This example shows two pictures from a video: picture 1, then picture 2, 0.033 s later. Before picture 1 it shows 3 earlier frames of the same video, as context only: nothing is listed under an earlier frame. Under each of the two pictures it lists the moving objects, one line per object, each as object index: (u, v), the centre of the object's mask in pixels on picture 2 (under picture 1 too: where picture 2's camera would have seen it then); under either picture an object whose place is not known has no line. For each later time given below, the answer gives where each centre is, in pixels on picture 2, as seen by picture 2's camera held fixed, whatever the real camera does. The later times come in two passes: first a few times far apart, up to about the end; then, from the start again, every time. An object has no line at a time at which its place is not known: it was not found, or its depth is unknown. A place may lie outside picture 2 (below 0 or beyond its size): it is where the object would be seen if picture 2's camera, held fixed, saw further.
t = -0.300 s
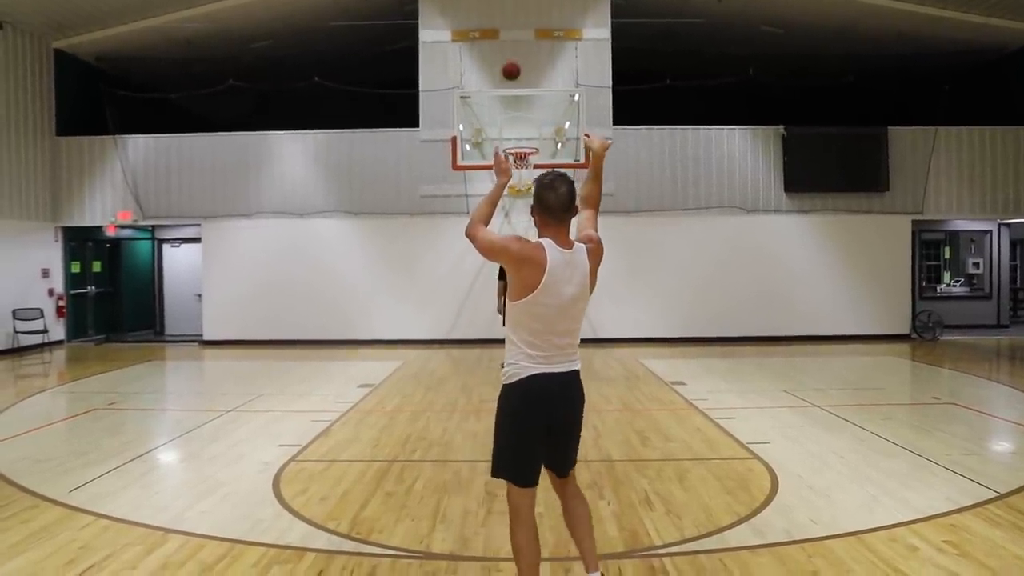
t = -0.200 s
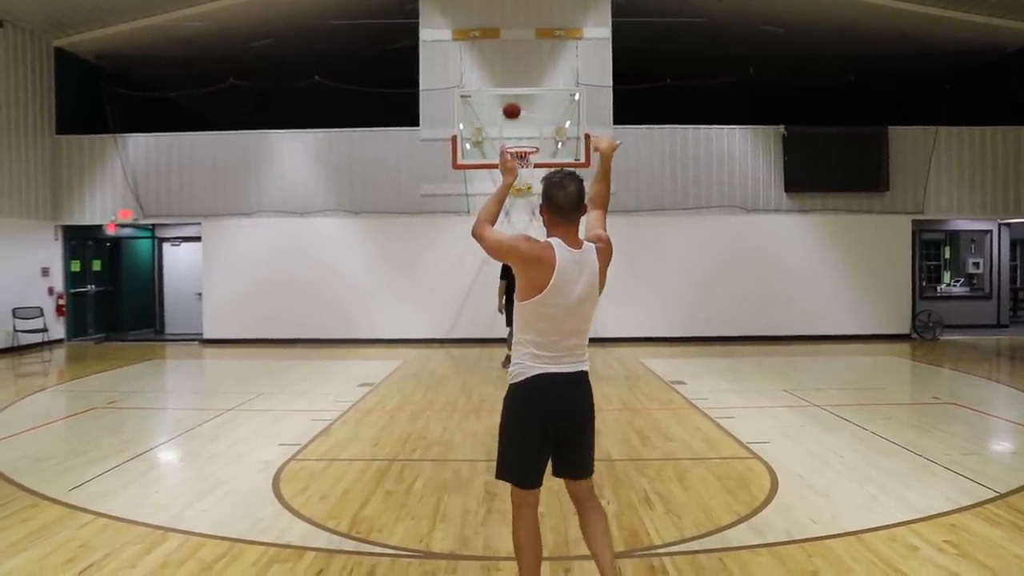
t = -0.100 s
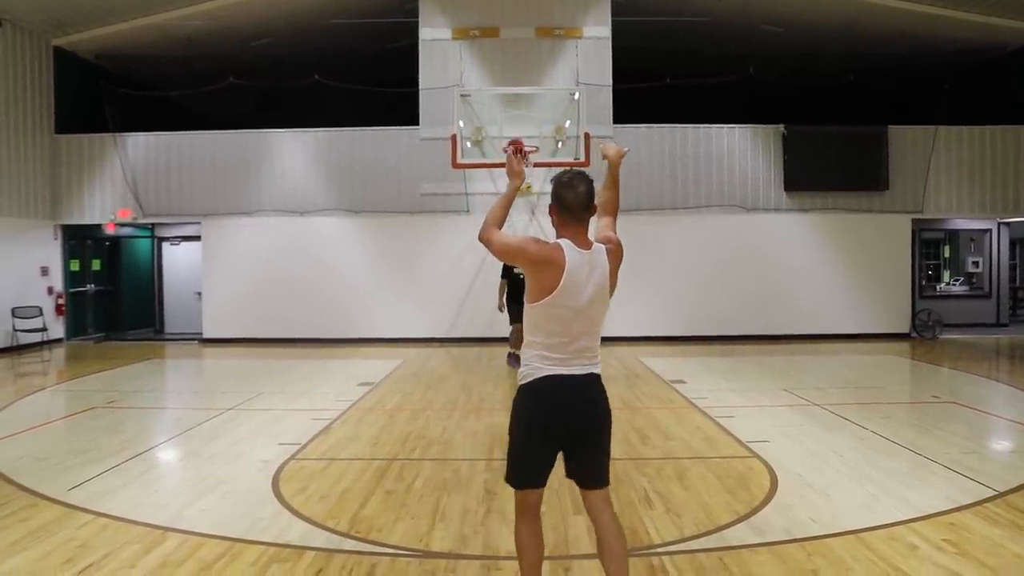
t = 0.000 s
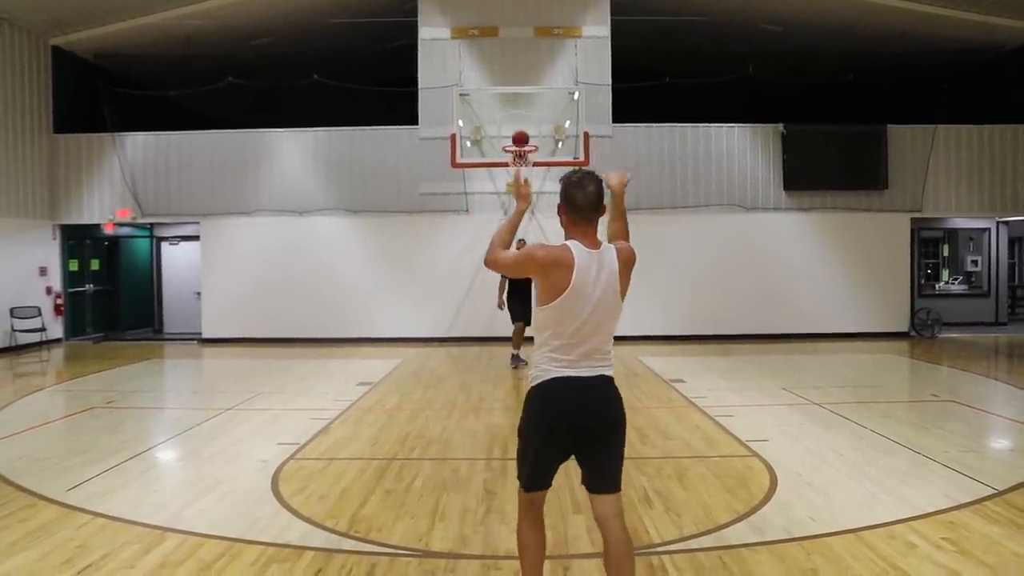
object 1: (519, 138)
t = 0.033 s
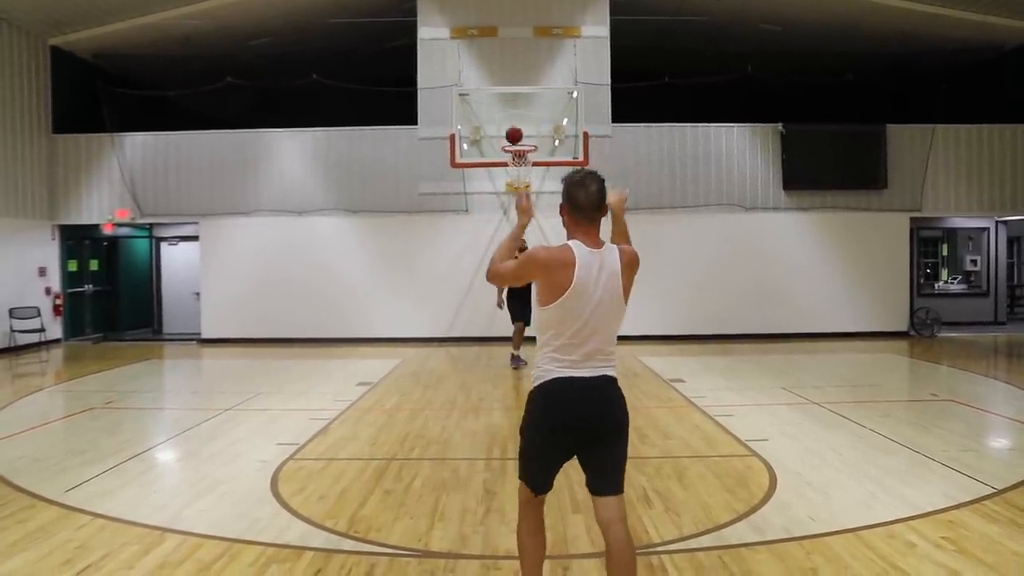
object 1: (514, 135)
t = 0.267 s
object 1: (470, 131)
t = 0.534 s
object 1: (413, 183)
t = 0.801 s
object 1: (348, 312)
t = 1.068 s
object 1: (293, 347)
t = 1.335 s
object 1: (250, 266)
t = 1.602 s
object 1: (204, 259)
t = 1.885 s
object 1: (149, 348)
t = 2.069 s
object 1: (113, 449)
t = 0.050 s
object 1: (510, 133)
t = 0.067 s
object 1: (507, 132)
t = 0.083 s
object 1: (504, 131)
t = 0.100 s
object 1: (502, 130)
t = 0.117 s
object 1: (498, 129)
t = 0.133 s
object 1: (495, 128)
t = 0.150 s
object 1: (492, 128)
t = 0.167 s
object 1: (489, 128)
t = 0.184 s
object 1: (486, 128)
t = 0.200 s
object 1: (483, 128)
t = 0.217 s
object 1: (480, 129)
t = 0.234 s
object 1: (476, 129)
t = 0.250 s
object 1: (473, 130)
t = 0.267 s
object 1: (470, 131)
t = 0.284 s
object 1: (467, 132)
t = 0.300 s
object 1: (463, 134)
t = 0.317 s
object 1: (459, 137)
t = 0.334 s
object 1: (457, 138)
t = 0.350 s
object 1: (453, 140)
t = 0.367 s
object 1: (449, 143)
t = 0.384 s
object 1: (446, 146)
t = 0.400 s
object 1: (443, 149)
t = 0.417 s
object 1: (439, 152)
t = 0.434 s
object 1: (435, 156)
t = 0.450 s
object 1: (432, 160)
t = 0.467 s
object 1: (428, 164)
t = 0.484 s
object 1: (424, 168)
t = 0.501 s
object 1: (420, 173)
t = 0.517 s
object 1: (417, 178)
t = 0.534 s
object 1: (413, 183)
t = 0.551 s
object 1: (409, 189)
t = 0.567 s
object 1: (405, 195)
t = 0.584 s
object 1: (401, 201)
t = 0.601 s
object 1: (397, 208)
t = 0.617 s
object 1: (393, 215)
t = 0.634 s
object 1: (389, 222)
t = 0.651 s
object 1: (385, 229)
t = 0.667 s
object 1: (382, 236)
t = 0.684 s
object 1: (378, 245)
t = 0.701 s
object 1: (373, 254)
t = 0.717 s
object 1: (369, 262)
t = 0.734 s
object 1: (365, 272)
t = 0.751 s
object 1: (361, 281)
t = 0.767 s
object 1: (357, 291)
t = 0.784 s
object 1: (352, 302)
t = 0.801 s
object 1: (348, 312)
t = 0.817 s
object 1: (344, 323)
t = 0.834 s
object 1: (340, 334)
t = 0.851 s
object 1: (336, 346)
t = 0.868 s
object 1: (331, 358)
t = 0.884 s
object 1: (327, 370)
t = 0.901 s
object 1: (323, 383)
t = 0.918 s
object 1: (318, 397)
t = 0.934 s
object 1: (314, 408)
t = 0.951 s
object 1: (312, 402)
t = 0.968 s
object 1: (310, 393)
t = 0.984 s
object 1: (307, 385)
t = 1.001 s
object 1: (304, 376)
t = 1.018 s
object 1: (302, 369)
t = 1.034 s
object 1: (299, 361)
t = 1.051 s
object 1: (296, 353)
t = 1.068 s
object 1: (293, 347)
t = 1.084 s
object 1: (291, 340)
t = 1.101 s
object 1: (288, 332)
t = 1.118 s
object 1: (285, 327)
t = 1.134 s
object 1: (283, 320)
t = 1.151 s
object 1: (280, 314)
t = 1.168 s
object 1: (277, 309)
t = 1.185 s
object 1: (275, 303)
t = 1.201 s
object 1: (272, 298)
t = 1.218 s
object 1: (269, 293)
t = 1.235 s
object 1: (267, 289)
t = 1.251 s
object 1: (264, 284)
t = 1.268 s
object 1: (261, 280)
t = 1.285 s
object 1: (258, 276)
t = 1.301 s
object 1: (256, 273)
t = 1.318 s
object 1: (253, 270)
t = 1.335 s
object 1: (250, 266)
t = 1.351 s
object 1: (247, 264)
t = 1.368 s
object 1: (245, 261)
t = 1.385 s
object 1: (241, 259)
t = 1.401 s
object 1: (239, 257)
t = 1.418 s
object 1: (236, 255)
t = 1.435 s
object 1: (233, 254)
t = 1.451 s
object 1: (230, 253)
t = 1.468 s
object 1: (227, 253)
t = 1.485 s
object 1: (224, 252)
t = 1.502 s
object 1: (222, 252)
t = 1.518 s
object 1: (219, 252)
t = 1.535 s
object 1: (216, 253)
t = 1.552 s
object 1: (213, 254)
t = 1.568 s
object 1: (210, 256)
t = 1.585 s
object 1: (207, 257)
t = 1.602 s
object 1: (204, 259)
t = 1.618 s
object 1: (200, 262)
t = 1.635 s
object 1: (198, 265)
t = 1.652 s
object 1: (194, 267)
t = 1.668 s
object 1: (191, 271)
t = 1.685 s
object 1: (188, 275)
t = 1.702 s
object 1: (185, 278)
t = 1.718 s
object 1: (182, 283)
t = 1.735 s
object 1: (178, 288)
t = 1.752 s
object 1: (175, 293)
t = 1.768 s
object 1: (171, 299)
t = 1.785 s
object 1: (168, 305)
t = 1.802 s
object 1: (165, 311)
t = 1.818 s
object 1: (162, 317)
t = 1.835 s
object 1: (159, 324)
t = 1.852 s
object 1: (156, 331)
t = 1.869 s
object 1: (153, 339)
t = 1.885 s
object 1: (149, 348)
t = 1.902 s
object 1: (146, 357)
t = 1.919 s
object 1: (143, 367)
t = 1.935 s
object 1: (139, 376)
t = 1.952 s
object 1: (136, 385)
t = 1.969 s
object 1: (133, 395)
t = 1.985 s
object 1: (130, 406)
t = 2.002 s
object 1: (126, 417)
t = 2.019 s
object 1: (123, 429)
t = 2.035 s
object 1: (119, 442)
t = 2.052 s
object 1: (116, 454)
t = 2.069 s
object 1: (113, 449)
